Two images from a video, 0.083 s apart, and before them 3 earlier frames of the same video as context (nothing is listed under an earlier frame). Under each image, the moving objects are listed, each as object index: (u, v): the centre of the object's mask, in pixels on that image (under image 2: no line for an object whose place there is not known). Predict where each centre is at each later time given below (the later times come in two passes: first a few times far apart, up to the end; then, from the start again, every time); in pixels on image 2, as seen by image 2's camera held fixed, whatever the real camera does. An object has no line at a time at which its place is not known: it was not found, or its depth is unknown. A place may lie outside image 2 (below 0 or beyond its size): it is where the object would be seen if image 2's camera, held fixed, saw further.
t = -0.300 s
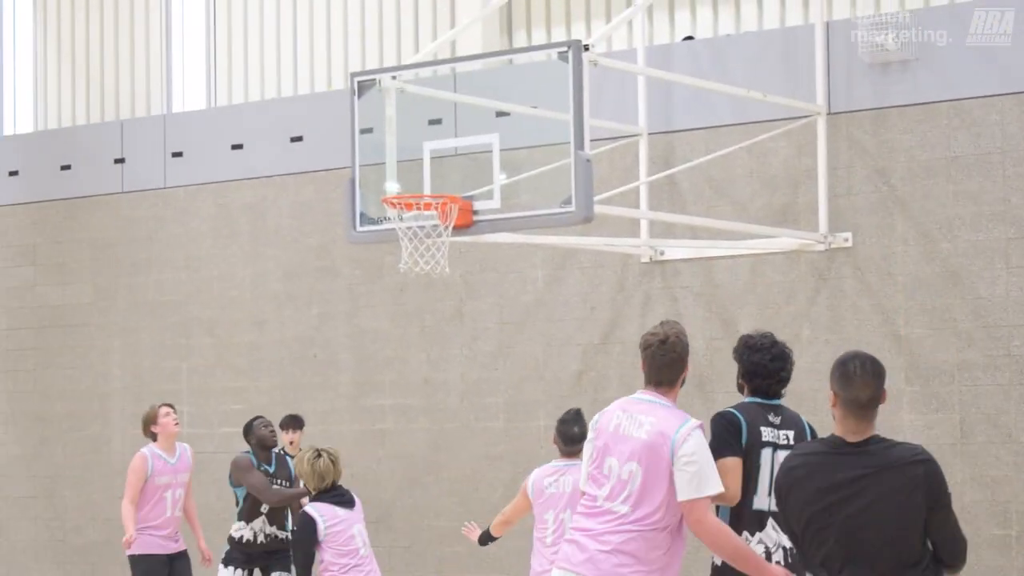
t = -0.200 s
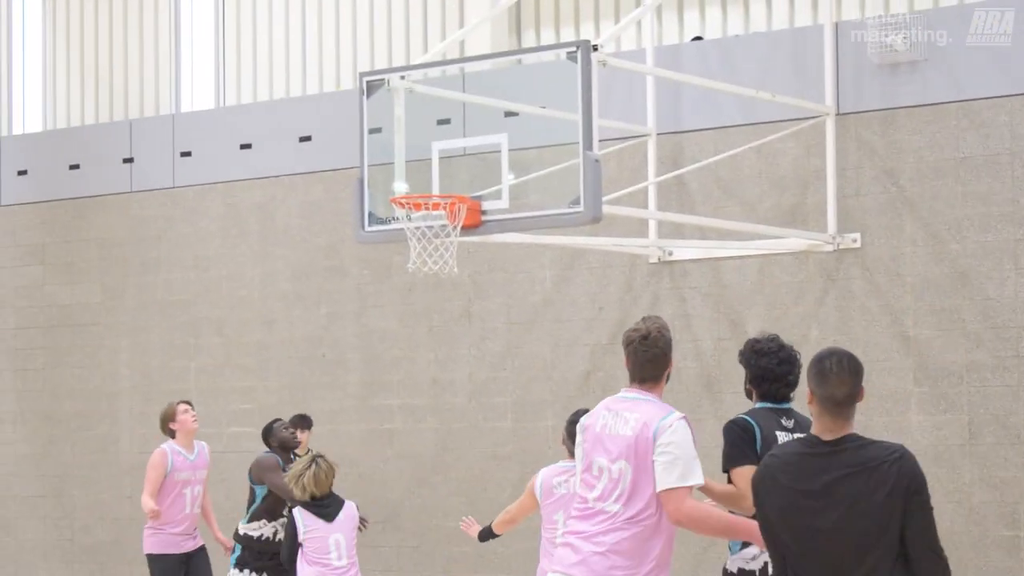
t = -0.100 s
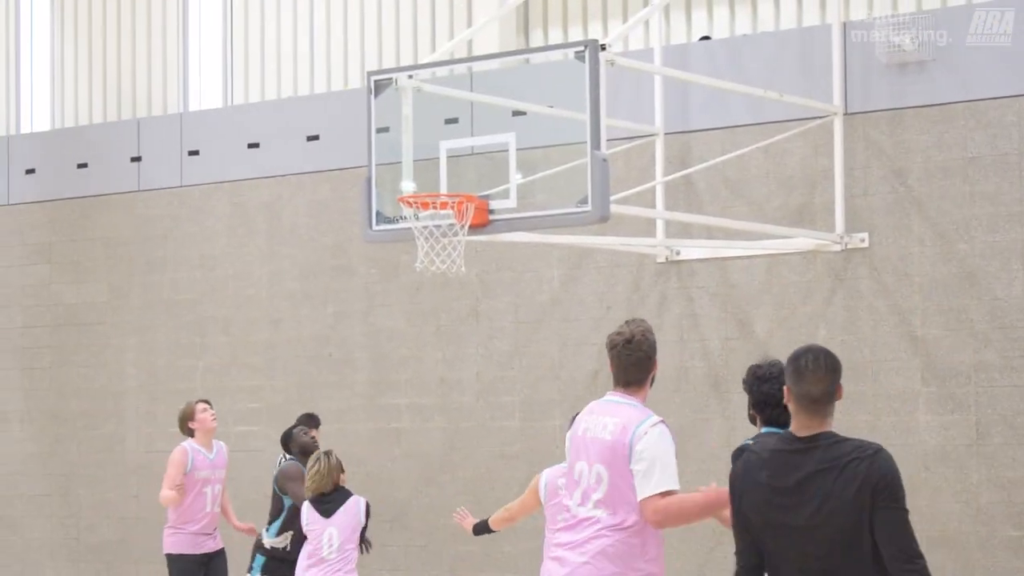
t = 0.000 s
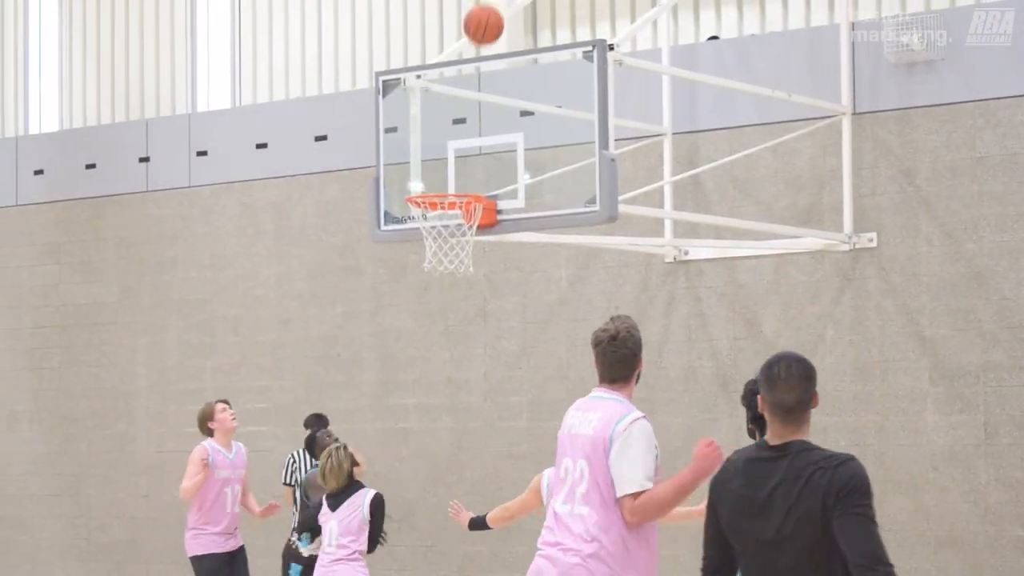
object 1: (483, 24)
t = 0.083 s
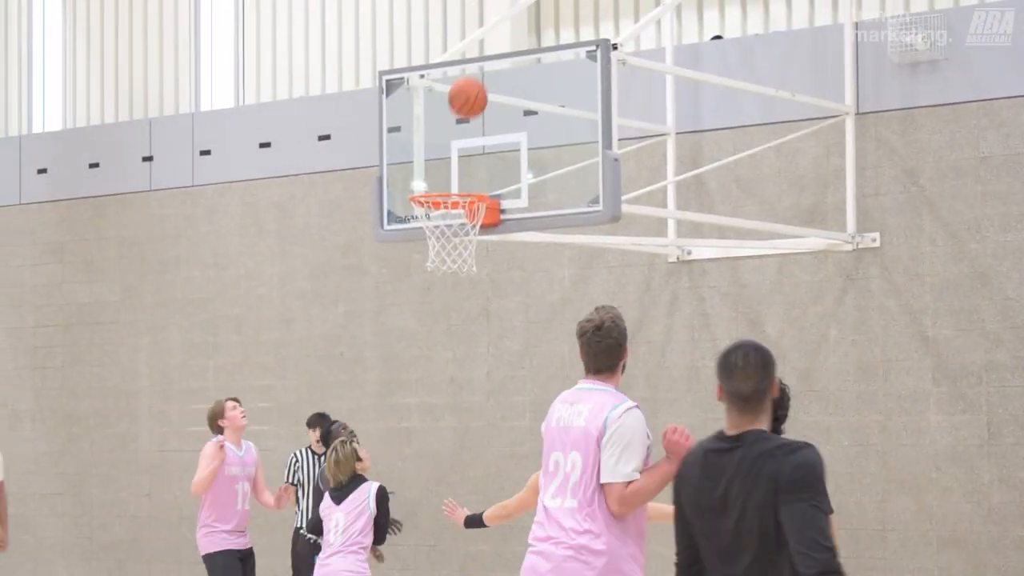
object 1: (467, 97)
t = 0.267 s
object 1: (438, 248)
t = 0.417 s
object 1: (437, 294)
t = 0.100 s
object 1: (464, 114)
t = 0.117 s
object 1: (460, 129)
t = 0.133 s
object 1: (456, 145)
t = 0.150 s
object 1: (453, 161)
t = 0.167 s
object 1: (449, 177)
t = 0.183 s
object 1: (445, 185)
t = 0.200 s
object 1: (442, 214)
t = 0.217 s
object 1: (439, 228)
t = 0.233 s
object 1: (437, 238)
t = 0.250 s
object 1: (437, 242)
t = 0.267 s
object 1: (438, 248)
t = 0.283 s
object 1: (437, 249)
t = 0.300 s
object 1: (437, 253)
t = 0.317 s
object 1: (437, 257)
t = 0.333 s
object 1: (437, 262)
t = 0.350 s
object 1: (437, 268)
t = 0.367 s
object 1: (437, 273)
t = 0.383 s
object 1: (437, 280)
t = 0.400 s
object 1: (437, 287)
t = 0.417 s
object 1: (437, 294)
